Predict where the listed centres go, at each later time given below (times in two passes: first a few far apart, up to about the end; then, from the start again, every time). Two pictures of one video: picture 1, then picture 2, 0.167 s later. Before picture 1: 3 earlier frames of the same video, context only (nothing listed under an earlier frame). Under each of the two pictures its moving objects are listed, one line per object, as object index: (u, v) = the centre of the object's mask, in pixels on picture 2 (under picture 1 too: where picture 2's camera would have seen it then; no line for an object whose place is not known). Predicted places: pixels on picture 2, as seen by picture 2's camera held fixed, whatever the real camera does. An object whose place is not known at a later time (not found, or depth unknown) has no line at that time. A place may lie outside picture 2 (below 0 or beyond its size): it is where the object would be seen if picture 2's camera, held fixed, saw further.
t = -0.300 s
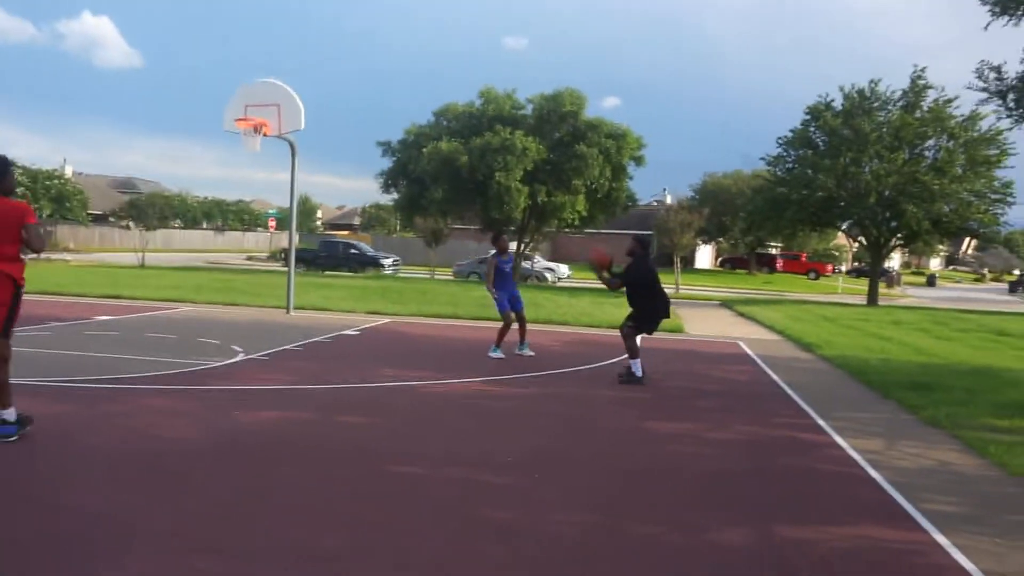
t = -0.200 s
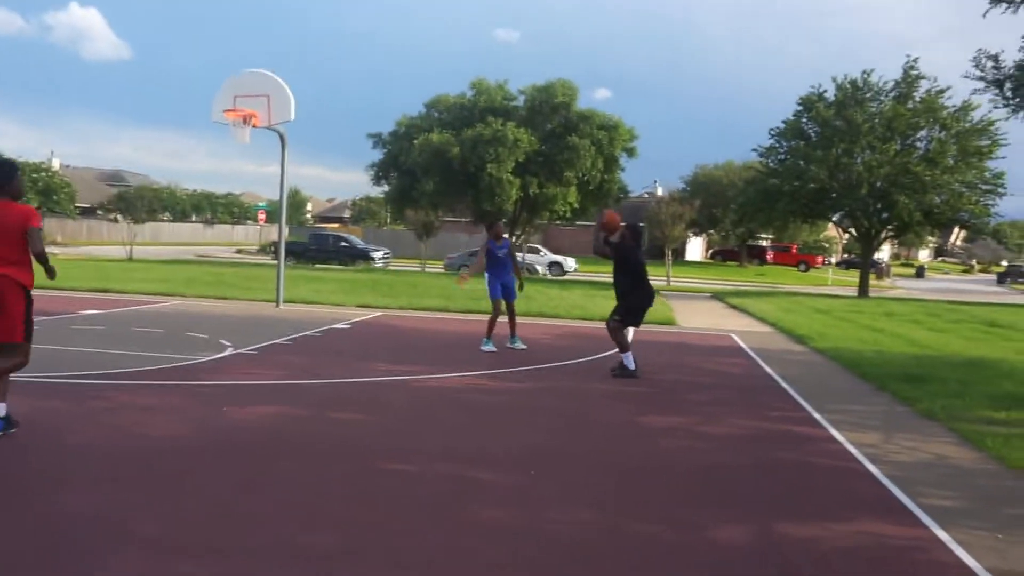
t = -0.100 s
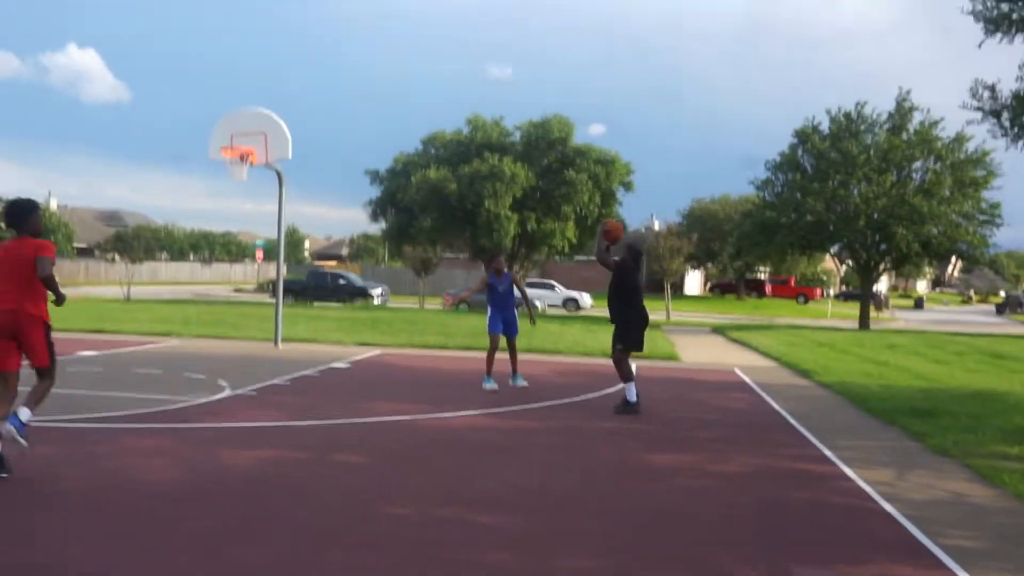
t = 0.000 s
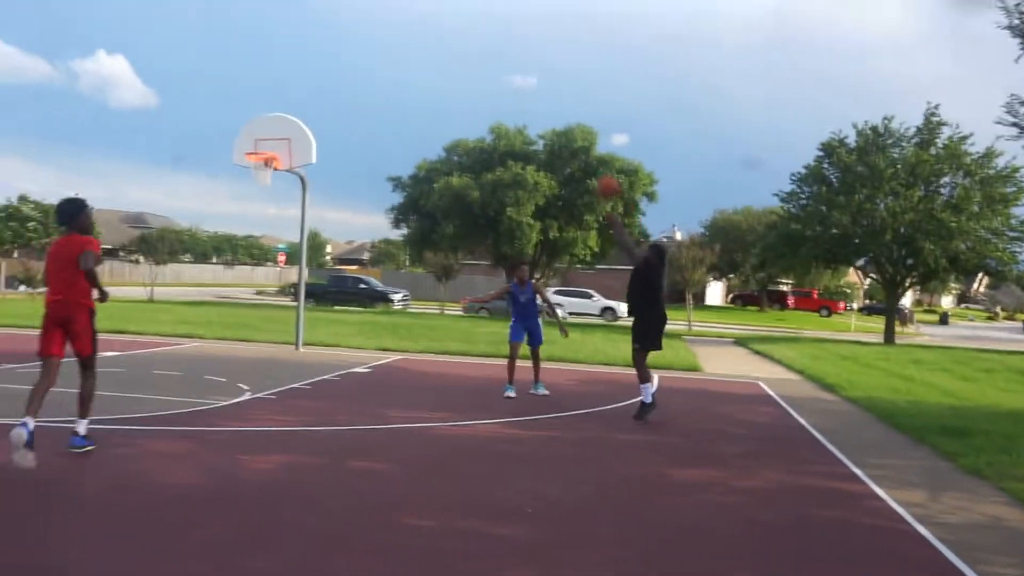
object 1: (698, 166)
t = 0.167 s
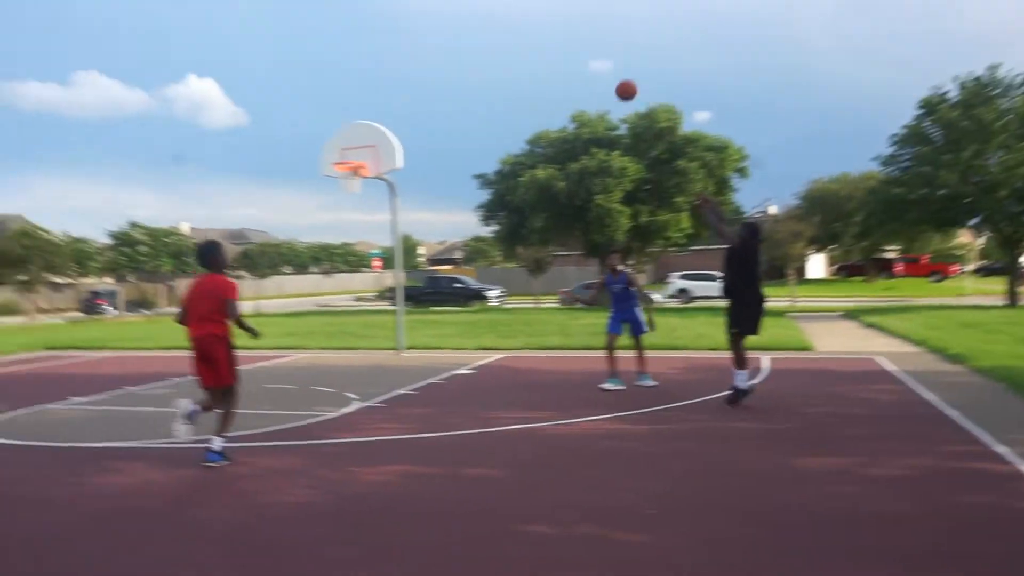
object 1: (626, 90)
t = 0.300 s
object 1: (578, 49)
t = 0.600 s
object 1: (484, 29)
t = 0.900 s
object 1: (412, 71)
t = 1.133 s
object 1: (363, 137)
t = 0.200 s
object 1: (613, 77)
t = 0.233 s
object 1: (601, 66)
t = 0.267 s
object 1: (591, 56)
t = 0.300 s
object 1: (578, 49)
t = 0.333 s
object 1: (562, 42)
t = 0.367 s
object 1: (550, 38)
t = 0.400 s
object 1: (542, 36)
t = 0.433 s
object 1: (530, 33)
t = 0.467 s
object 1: (514, 29)
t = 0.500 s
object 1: (504, 27)
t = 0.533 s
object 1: (500, 28)
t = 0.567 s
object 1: (493, 29)
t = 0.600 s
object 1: (484, 29)
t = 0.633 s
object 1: (481, 33)
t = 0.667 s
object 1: (473, 35)
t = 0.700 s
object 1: (460, 39)
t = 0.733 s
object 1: (450, 43)
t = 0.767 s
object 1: (440, 48)
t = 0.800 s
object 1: (432, 52)
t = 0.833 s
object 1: (425, 58)
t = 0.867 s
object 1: (419, 64)
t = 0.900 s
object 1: (412, 71)
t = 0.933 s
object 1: (405, 78)
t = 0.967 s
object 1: (397, 87)
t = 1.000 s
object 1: (390, 96)
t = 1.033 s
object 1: (383, 105)
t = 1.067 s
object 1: (376, 114)
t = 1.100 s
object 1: (370, 126)
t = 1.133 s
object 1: (363, 137)
